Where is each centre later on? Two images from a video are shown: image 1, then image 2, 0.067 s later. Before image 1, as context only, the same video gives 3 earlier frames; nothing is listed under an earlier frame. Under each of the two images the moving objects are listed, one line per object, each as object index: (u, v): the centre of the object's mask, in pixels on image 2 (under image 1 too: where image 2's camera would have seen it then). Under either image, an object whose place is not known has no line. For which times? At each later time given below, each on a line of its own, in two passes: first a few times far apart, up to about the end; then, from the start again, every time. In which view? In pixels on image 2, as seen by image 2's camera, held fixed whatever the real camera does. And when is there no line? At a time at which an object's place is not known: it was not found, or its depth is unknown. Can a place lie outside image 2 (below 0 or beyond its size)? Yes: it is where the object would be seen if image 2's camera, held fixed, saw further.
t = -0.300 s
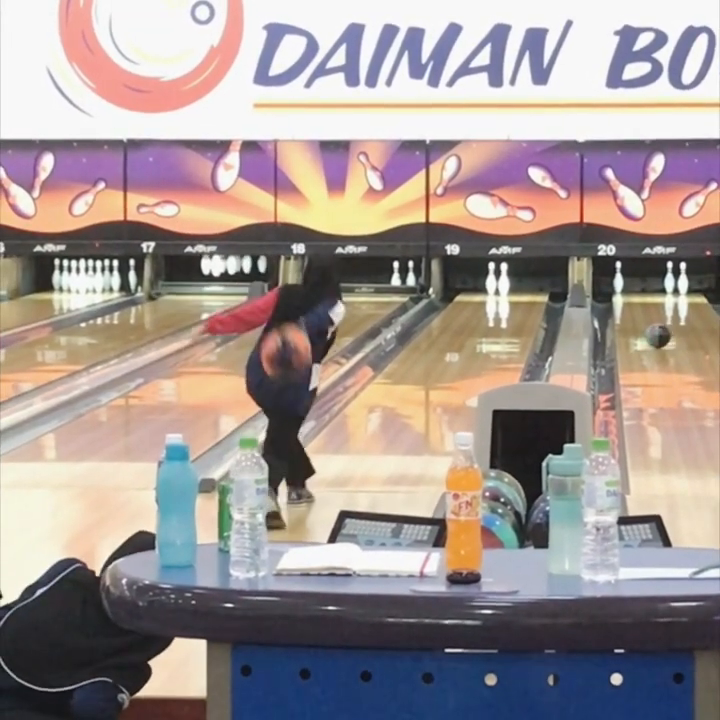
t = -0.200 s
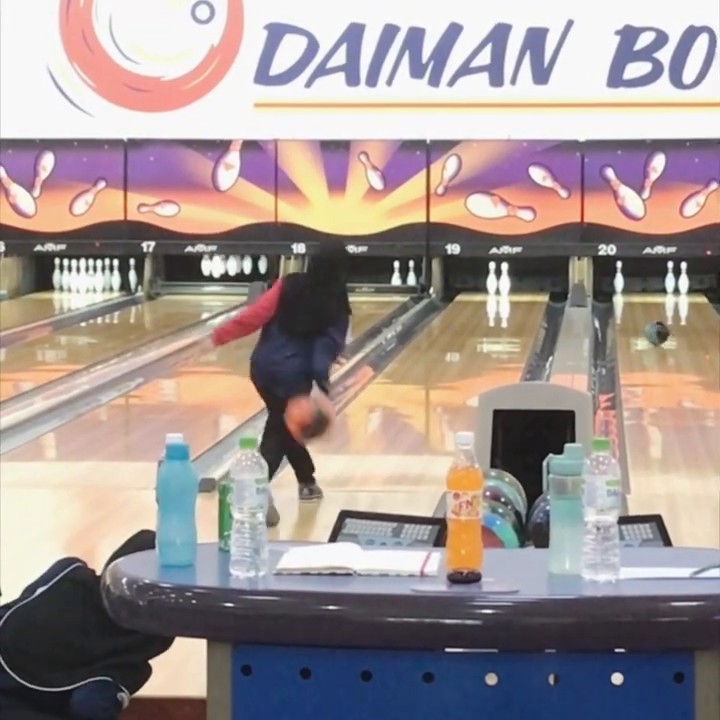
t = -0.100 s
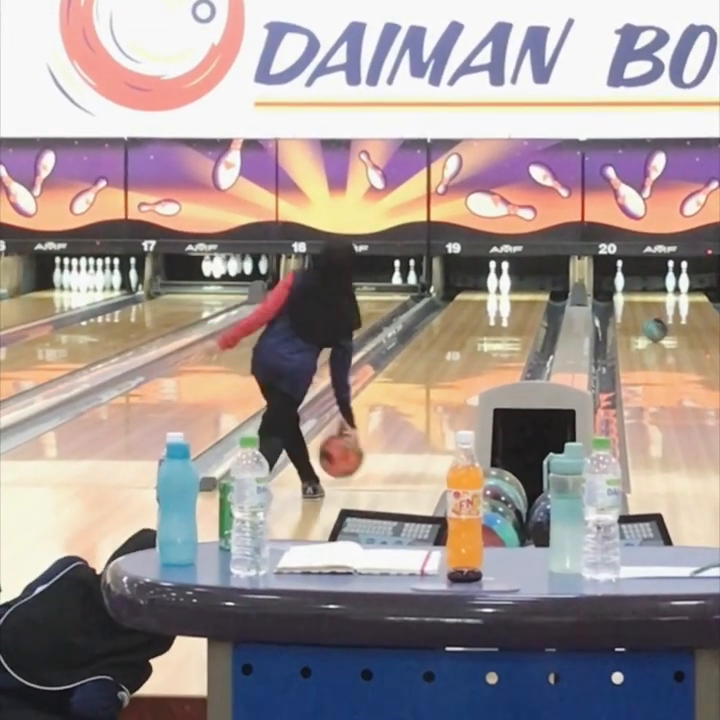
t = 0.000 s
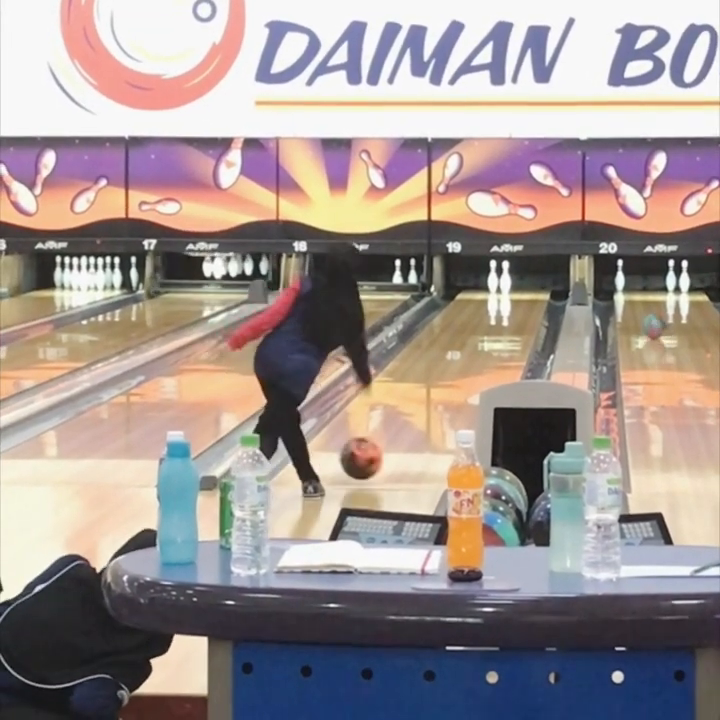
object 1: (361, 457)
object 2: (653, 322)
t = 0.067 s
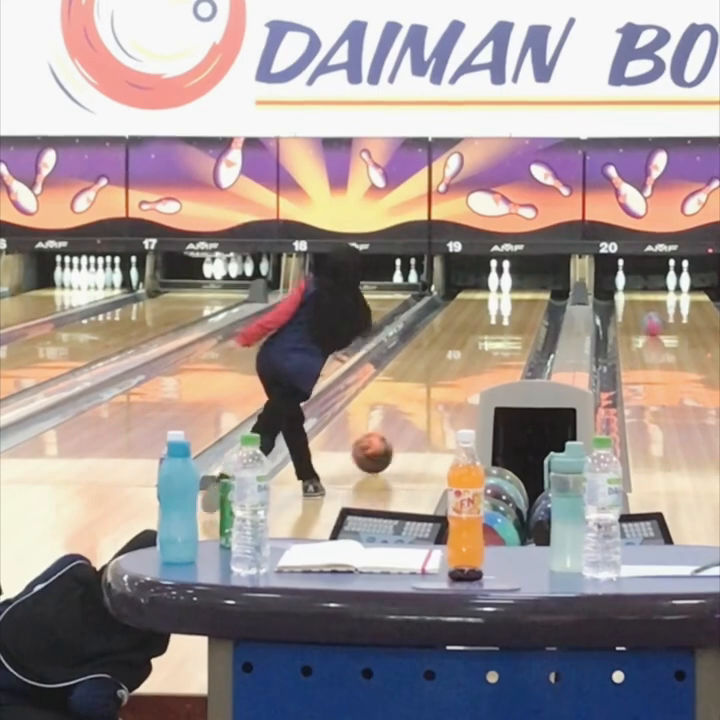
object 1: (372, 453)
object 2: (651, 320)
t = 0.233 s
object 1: (396, 432)
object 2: (651, 319)
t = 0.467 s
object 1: (424, 407)
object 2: (647, 315)
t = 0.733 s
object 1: (449, 384)
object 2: (644, 311)
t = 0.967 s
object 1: (466, 367)
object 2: (642, 308)
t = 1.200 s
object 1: (481, 353)
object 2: (641, 304)
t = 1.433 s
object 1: (493, 340)
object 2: (640, 301)
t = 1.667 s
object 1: (503, 329)
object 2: (638, 299)
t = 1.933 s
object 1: (512, 319)
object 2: (637, 296)
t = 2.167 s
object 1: (517, 311)
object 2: (635, 293)
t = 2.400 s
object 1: (519, 302)
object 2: (634, 290)
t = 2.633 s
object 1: (519, 297)
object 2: (633, 287)
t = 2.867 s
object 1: (516, 291)
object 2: (632, 284)
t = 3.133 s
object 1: (509, 286)
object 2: (631, 282)
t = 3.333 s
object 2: (637, 284)
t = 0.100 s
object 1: (377, 450)
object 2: (652, 319)
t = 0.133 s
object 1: (382, 445)
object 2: (652, 322)
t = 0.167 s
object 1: (387, 440)
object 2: (651, 321)
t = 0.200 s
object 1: (391, 436)
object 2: (651, 320)
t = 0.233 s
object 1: (396, 432)
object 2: (651, 319)
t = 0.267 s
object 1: (400, 428)
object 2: (651, 319)
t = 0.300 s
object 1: (404, 424)
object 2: (650, 318)
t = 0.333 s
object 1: (408, 421)
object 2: (649, 318)
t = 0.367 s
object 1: (413, 417)
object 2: (648, 317)
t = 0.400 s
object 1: (417, 414)
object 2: (648, 317)
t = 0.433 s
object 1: (421, 410)
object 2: (647, 316)
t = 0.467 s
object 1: (424, 407)
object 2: (647, 315)
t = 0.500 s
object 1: (427, 404)
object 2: (647, 315)
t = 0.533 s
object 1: (430, 401)
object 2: (646, 311)
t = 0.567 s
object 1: (434, 398)
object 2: (646, 310)
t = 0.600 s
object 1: (437, 395)
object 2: (646, 310)
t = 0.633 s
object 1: (440, 392)
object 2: (646, 311)
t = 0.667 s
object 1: (443, 389)
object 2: (646, 312)
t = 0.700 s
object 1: (446, 386)
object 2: (645, 312)
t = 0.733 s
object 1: (449, 384)
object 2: (644, 311)
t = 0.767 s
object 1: (451, 381)
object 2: (644, 311)
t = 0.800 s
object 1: (454, 379)
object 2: (644, 310)
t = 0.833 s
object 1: (457, 376)
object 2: (643, 310)
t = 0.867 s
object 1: (459, 374)
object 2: (644, 310)
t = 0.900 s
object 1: (461, 372)
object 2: (644, 309)
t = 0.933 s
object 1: (464, 370)
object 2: (643, 308)
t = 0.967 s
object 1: (466, 367)
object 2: (642, 308)
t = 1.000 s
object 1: (469, 364)
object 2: (642, 308)
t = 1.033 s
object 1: (471, 362)
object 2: (641, 308)
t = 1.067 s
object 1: (473, 361)
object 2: (642, 307)
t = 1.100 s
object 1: (475, 358)
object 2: (641, 306)
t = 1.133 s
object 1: (477, 356)
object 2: (641, 306)
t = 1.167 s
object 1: (479, 355)
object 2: (641, 305)
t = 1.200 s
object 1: (481, 353)
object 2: (641, 304)
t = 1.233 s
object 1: (483, 351)
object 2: (641, 304)
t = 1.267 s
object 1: (485, 349)
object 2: (641, 304)
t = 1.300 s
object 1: (487, 348)
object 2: (640, 303)
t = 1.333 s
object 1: (489, 345)
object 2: (640, 303)
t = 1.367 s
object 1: (491, 343)
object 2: (640, 302)
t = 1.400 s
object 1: (492, 341)
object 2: (640, 302)
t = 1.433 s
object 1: (493, 340)
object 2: (640, 301)
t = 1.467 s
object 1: (495, 338)
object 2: (640, 301)
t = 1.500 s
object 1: (497, 336)
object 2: (640, 300)
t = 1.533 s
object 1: (498, 335)
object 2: (639, 300)
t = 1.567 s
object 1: (499, 334)
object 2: (639, 300)
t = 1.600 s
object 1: (500, 332)
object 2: (639, 299)
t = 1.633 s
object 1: (502, 330)
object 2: (638, 299)
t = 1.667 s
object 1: (503, 329)
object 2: (638, 299)
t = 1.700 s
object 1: (505, 327)
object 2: (638, 298)
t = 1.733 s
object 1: (506, 326)
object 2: (638, 298)
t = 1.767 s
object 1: (507, 324)
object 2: (638, 297)
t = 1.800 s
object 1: (508, 323)
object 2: (638, 297)
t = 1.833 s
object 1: (509, 321)
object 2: (637, 296)
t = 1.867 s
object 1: (509, 321)
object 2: (637, 296)
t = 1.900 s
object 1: (510, 320)
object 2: (637, 296)
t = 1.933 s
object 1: (512, 319)
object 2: (637, 296)
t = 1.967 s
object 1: (513, 318)
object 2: (636, 295)
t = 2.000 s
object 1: (514, 316)
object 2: (636, 294)
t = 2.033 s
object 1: (515, 315)
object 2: (636, 294)
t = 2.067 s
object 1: (516, 314)
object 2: (636, 294)
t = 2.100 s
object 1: (517, 312)
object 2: (635, 293)
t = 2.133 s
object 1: (517, 311)
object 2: (635, 293)
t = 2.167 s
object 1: (517, 311)
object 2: (635, 293)
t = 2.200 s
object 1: (517, 309)
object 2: (634, 293)
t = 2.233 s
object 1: (518, 309)
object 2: (635, 292)
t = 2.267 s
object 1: (519, 307)
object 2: (635, 292)
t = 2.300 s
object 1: (519, 306)
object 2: (634, 291)
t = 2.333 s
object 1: (519, 305)
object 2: (634, 290)
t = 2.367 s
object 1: (519, 304)
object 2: (634, 290)
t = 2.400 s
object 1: (519, 302)
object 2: (634, 290)
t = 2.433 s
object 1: (519, 303)
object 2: (633, 289)
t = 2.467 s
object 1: (520, 301)
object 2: (633, 289)
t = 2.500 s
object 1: (520, 301)
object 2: (633, 289)
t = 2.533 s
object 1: (520, 300)
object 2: (633, 288)
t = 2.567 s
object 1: (520, 299)
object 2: (634, 288)
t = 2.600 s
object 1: (520, 298)
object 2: (633, 287)
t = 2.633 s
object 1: (519, 297)
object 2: (633, 287)
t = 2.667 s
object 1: (519, 296)
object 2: (632, 287)
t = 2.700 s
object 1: (519, 297)
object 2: (632, 287)
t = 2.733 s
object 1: (519, 296)
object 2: (632, 287)
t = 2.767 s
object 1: (519, 295)
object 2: (632, 287)
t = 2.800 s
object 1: (518, 293)
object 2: (633, 286)
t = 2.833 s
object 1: (517, 292)
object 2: (633, 285)
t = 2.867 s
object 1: (516, 291)
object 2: (632, 284)
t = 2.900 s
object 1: (515, 292)
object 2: (630, 283)
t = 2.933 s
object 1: (515, 291)
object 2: (630, 283)
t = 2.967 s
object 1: (514, 290)
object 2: (629, 284)
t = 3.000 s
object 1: (512, 289)
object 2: (629, 285)
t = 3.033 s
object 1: (512, 288)
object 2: (630, 284)
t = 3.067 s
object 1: (511, 288)
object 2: (631, 284)
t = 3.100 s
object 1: (511, 287)
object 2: (631, 283)
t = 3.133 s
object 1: (509, 286)
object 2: (631, 282)
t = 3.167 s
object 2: (631, 279)
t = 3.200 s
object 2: (632, 279)
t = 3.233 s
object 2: (630, 281)
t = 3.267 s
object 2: (633, 283)
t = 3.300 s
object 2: (635, 283)
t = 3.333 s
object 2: (637, 284)
